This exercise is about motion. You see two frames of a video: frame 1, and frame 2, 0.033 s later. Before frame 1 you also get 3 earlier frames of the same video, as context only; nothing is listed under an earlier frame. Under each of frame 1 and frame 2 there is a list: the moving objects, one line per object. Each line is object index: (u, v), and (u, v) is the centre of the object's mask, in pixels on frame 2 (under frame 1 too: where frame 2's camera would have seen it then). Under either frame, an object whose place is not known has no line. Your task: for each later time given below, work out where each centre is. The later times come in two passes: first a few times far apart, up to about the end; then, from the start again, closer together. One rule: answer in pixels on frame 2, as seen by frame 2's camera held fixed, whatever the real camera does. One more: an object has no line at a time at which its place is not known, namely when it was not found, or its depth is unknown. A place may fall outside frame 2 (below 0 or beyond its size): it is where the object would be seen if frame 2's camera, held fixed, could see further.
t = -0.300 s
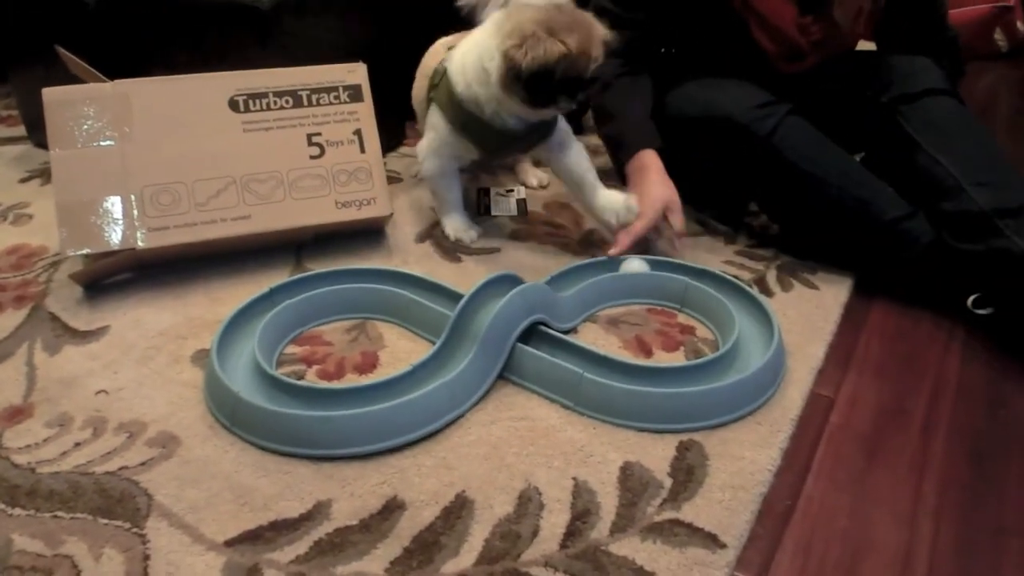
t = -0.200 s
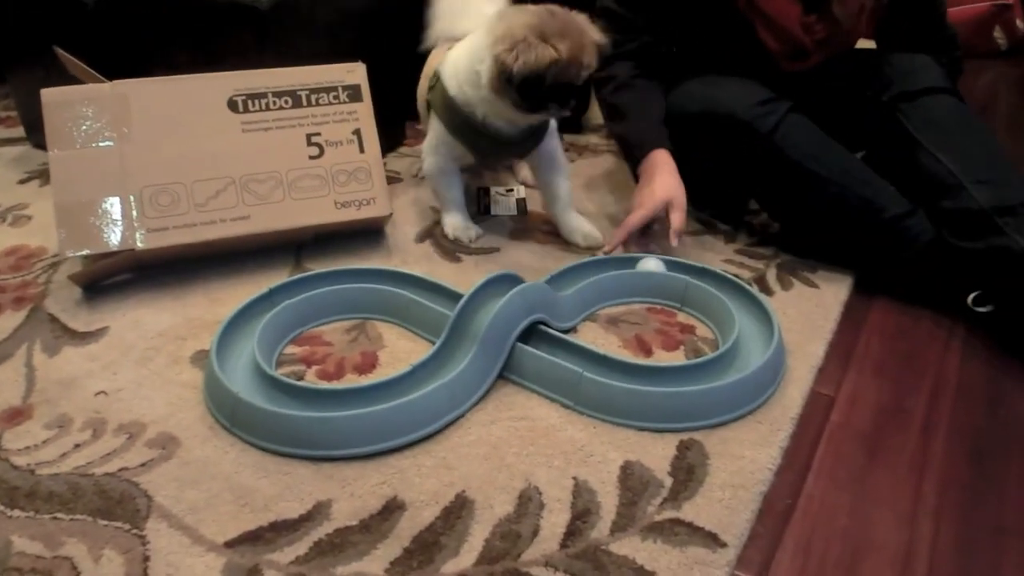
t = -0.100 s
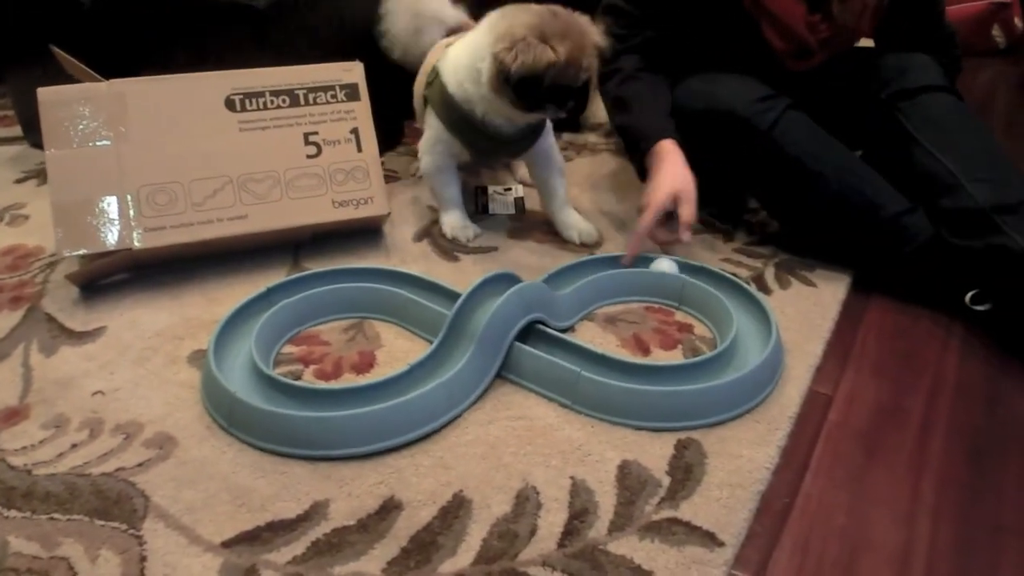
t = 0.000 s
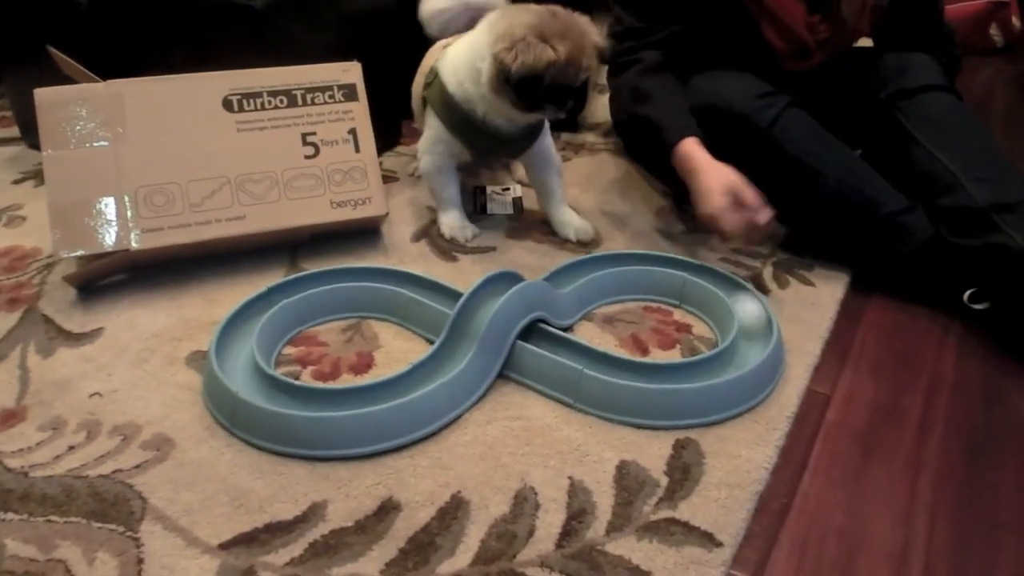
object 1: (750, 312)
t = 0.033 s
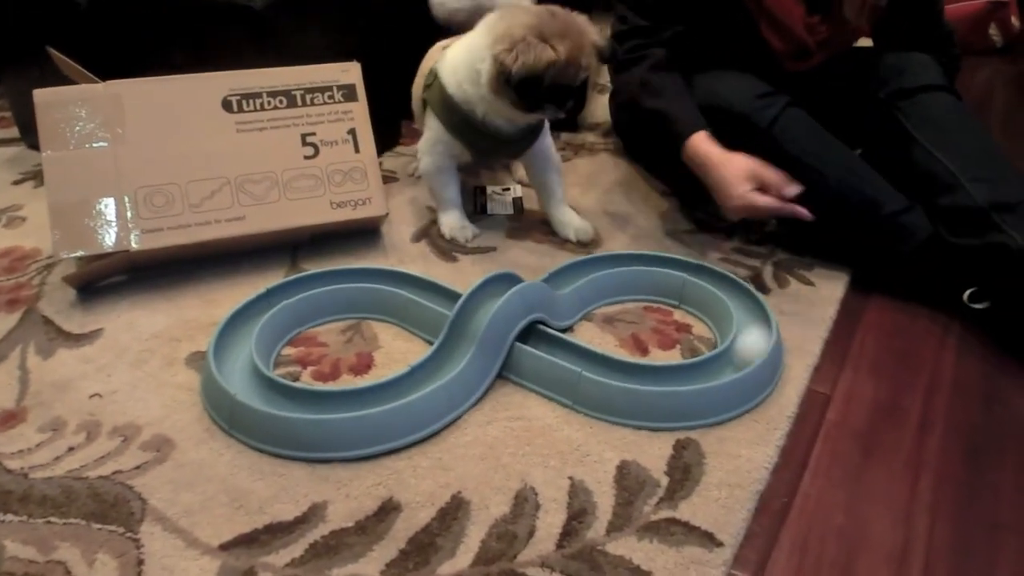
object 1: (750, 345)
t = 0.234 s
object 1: (528, 338)
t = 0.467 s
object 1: (338, 278)
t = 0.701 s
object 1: (235, 345)
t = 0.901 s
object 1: (254, 391)
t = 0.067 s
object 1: (723, 367)
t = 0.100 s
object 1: (681, 377)
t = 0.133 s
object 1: (633, 376)
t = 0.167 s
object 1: (590, 364)
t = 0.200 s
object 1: (553, 349)
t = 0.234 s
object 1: (528, 338)
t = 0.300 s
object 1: (452, 304)
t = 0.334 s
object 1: (437, 298)
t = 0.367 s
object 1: (415, 288)
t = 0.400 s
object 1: (390, 281)
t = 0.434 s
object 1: (363, 277)
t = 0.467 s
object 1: (338, 278)
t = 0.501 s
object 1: (314, 283)
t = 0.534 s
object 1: (292, 290)
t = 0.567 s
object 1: (274, 299)
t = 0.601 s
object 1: (258, 310)
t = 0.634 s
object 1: (247, 322)
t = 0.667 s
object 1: (239, 334)
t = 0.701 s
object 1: (235, 345)
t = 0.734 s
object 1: (233, 355)
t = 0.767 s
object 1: (233, 364)
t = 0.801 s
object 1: (235, 372)
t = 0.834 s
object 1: (240, 379)
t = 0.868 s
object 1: (246, 385)
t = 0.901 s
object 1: (254, 391)
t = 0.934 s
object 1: (262, 395)
